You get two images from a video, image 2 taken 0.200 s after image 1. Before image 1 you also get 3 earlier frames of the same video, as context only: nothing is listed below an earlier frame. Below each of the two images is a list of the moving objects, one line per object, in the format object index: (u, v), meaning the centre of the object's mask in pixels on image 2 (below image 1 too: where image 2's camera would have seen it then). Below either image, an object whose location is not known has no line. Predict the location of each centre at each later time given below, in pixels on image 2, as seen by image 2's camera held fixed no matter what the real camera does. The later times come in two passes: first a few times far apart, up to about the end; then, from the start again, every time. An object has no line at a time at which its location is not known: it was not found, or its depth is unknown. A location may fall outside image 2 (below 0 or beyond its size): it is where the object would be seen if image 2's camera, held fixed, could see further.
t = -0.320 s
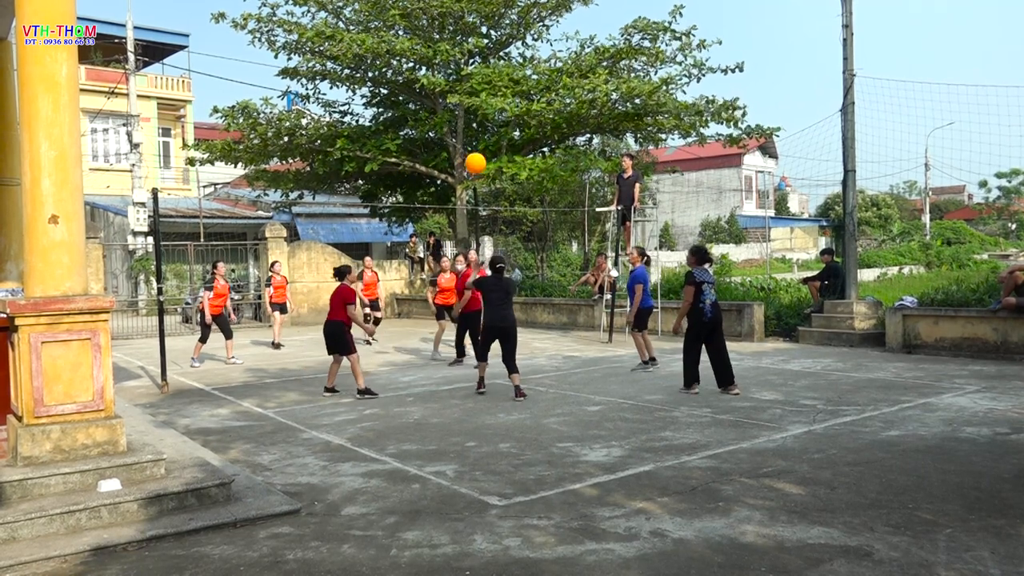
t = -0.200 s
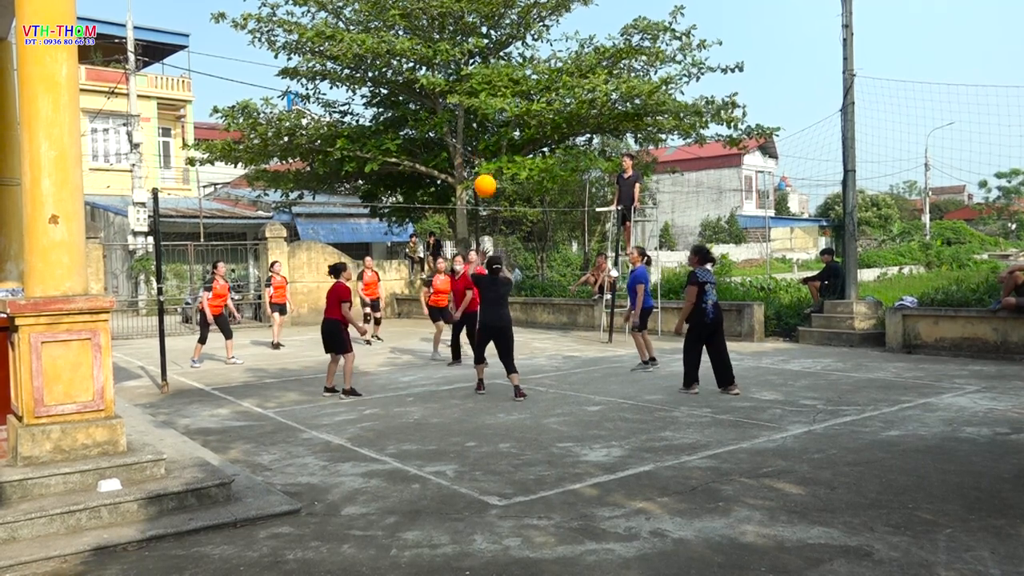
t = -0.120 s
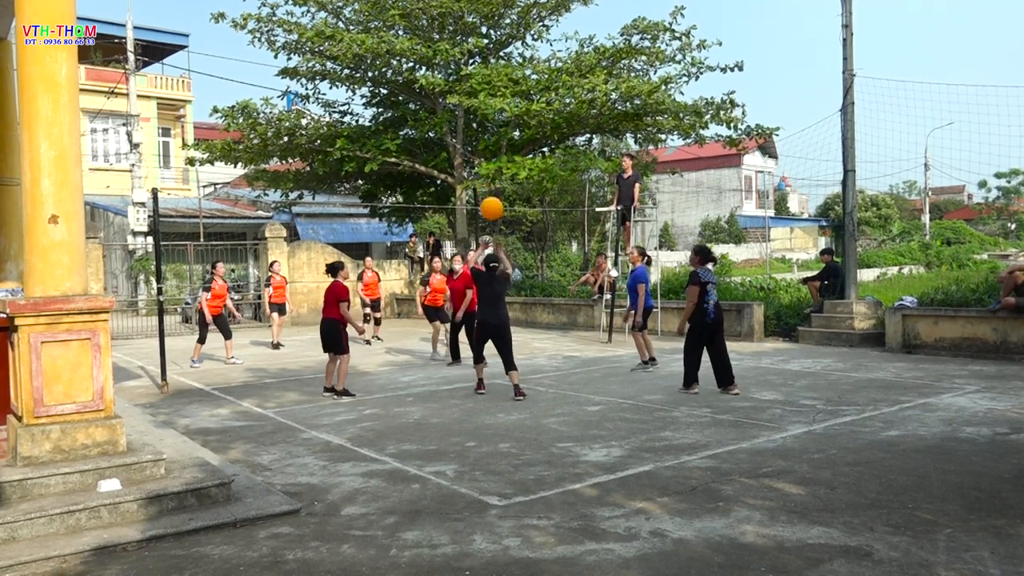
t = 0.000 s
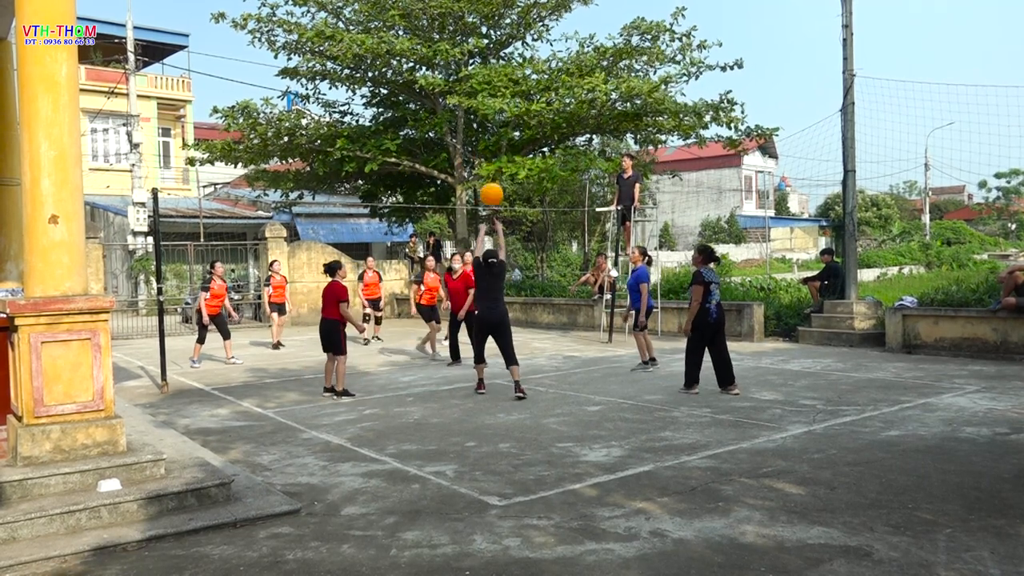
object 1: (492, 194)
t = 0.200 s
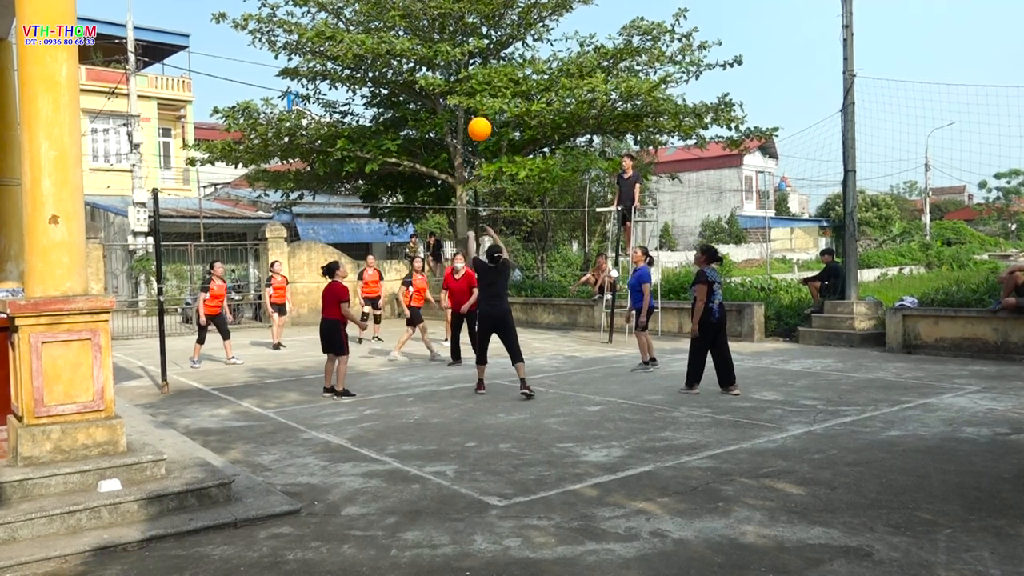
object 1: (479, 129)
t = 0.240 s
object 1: (477, 120)
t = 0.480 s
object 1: (461, 96)
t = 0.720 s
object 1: (447, 123)
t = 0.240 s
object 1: (477, 120)
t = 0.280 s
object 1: (474, 112)
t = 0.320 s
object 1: (472, 106)
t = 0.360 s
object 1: (469, 102)
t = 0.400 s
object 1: (467, 99)
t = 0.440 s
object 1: (464, 96)
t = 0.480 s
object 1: (461, 96)
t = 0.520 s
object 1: (459, 97)
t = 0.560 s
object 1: (456, 99)
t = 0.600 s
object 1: (454, 103)
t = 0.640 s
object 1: (451, 108)
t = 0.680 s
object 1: (449, 115)
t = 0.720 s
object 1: (447, 123)
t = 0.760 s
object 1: (444, 133)
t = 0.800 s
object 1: (442, 144)
